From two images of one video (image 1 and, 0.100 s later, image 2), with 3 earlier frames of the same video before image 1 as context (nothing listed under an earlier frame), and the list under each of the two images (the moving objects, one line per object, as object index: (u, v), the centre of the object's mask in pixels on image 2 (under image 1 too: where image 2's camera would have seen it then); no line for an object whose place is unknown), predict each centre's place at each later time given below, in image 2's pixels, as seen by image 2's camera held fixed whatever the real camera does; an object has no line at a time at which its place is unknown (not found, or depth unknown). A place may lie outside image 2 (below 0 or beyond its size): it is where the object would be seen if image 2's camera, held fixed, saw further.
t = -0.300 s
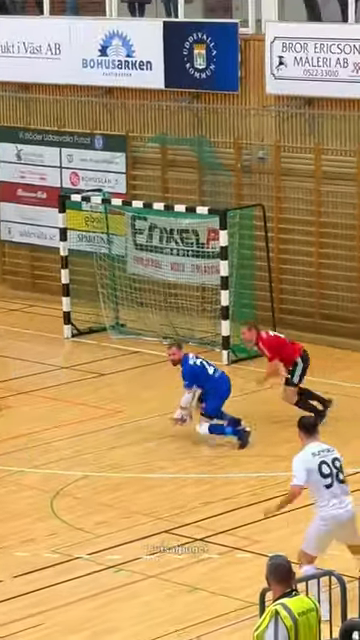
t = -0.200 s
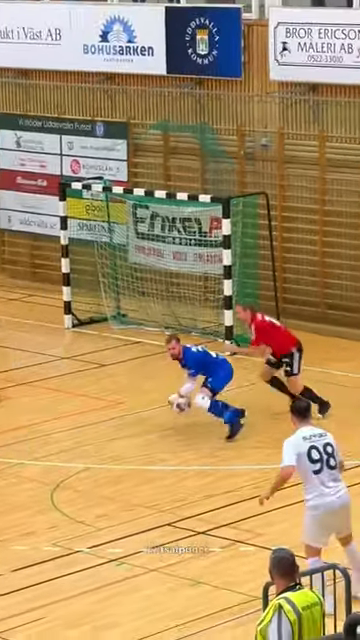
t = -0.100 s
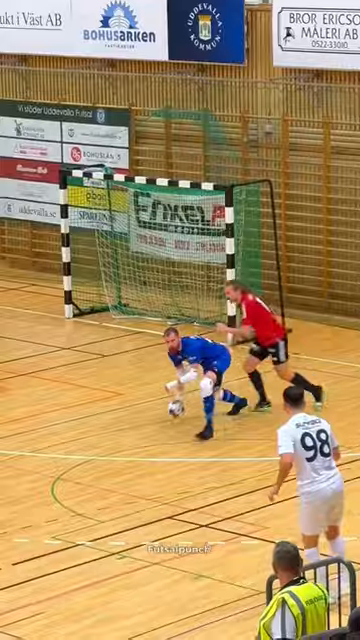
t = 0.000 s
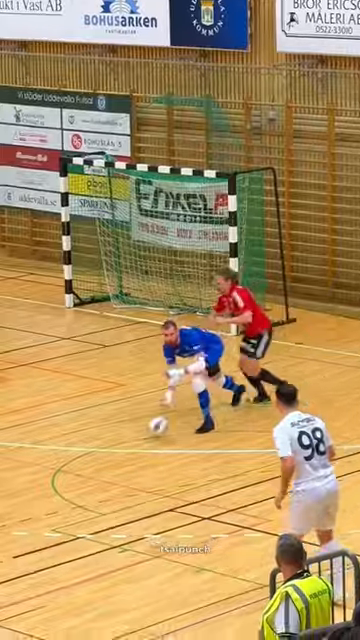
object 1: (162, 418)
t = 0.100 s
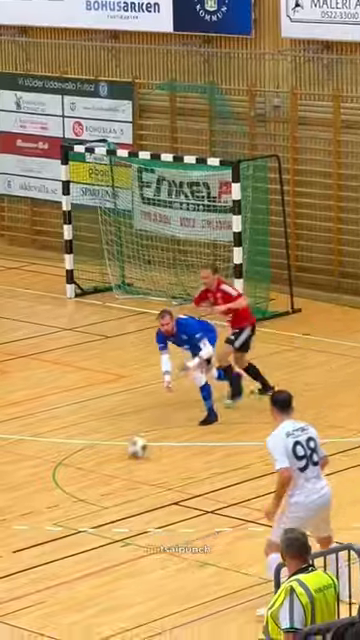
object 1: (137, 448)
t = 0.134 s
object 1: (128, 453)
